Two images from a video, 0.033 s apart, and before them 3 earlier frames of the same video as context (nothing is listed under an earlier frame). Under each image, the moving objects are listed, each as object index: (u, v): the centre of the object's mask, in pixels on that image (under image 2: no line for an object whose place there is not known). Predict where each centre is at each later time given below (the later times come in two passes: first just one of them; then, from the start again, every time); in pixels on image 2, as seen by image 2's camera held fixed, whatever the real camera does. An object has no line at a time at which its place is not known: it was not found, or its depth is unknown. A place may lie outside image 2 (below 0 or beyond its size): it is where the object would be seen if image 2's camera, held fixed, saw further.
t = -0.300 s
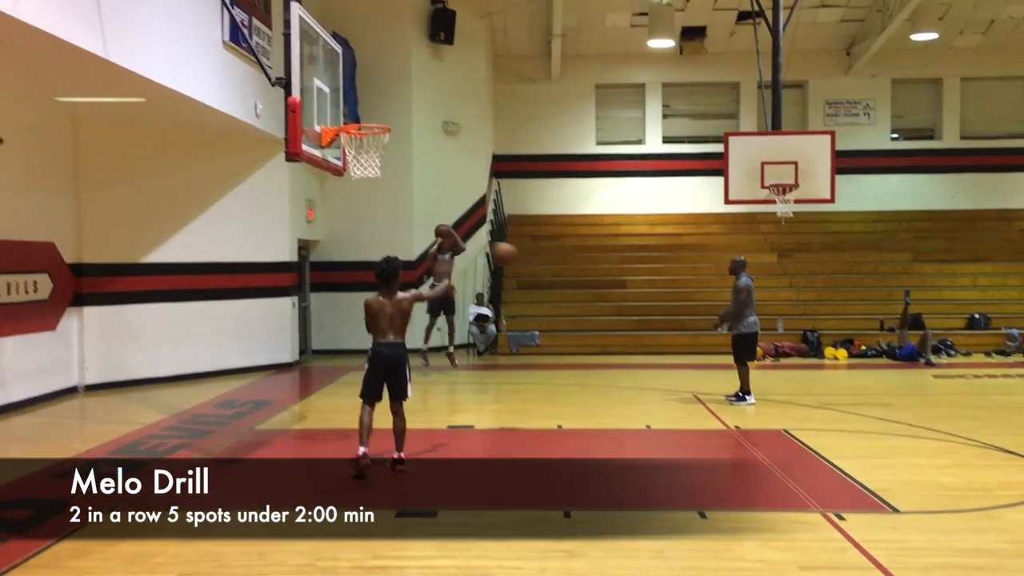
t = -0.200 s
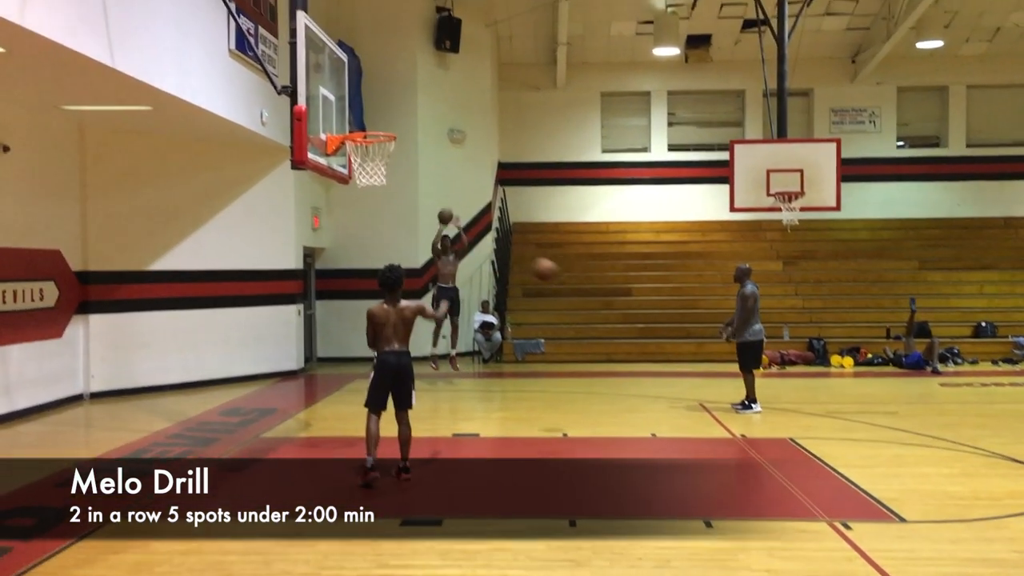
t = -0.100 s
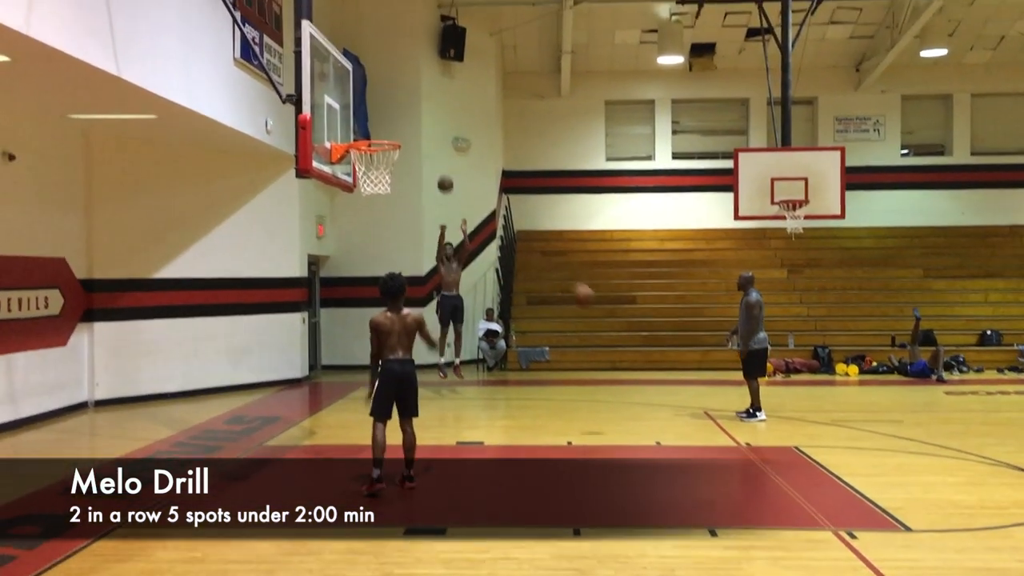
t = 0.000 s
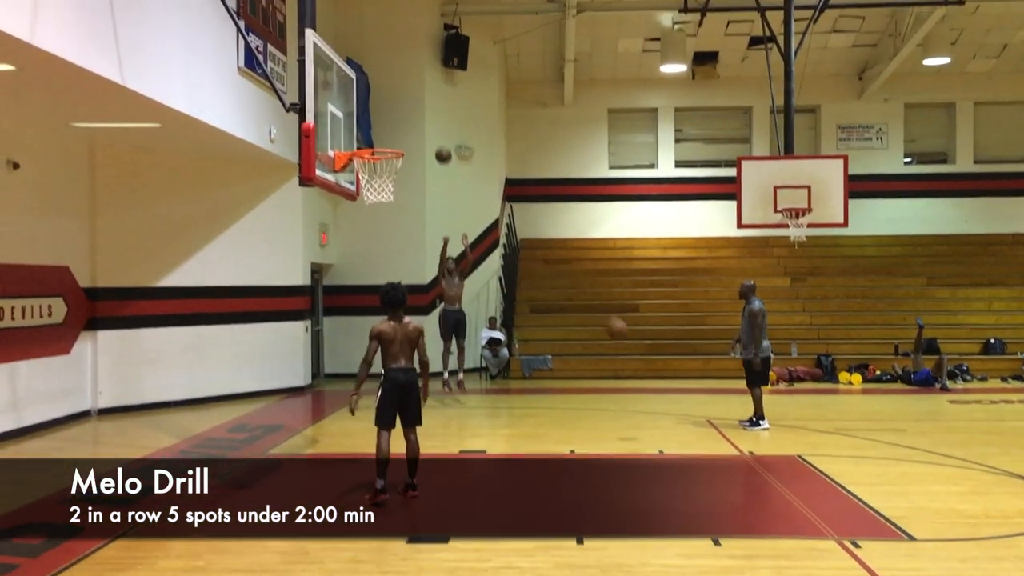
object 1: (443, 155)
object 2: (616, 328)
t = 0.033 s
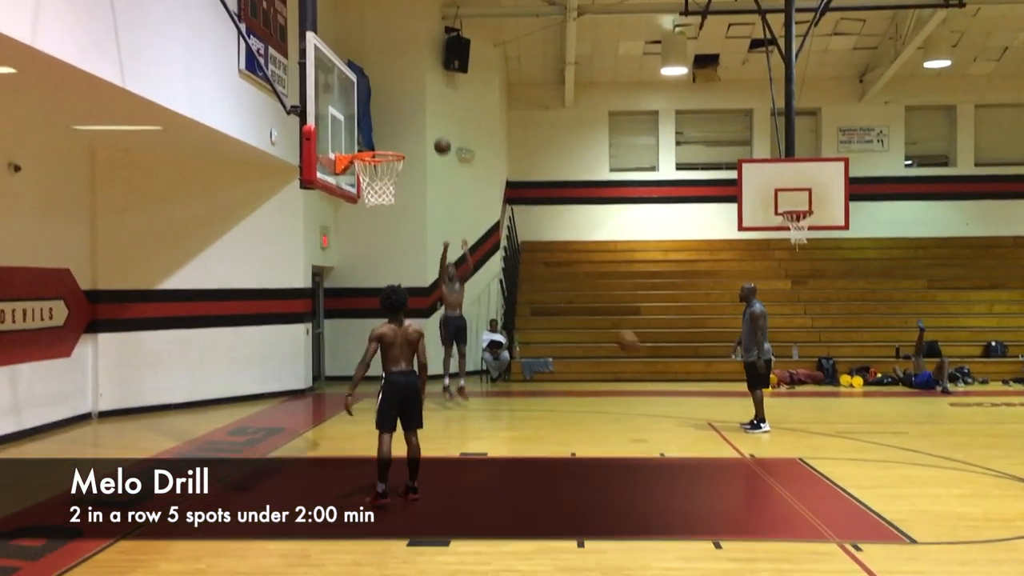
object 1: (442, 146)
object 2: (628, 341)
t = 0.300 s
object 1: (425, 72)
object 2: (695, 419)
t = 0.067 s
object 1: (440, 135)
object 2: (637, 351)
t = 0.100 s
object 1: (438, 124)
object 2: (646, 362)
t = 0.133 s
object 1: (436, 114)
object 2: (656, 374)
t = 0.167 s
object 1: (434, 105)
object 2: (665, 388)
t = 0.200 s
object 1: (432, 96)
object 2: (674, 403)
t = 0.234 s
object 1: (430, 87)
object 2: (682, 416)
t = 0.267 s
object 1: (427, 79)
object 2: (690, 430)
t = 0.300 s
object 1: (425, 72)
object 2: (695, 419)
